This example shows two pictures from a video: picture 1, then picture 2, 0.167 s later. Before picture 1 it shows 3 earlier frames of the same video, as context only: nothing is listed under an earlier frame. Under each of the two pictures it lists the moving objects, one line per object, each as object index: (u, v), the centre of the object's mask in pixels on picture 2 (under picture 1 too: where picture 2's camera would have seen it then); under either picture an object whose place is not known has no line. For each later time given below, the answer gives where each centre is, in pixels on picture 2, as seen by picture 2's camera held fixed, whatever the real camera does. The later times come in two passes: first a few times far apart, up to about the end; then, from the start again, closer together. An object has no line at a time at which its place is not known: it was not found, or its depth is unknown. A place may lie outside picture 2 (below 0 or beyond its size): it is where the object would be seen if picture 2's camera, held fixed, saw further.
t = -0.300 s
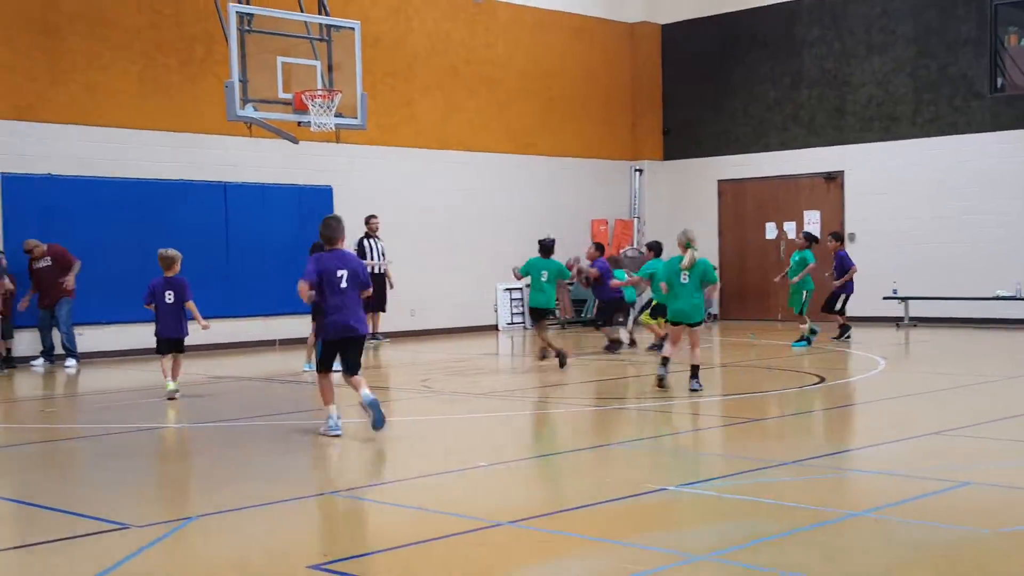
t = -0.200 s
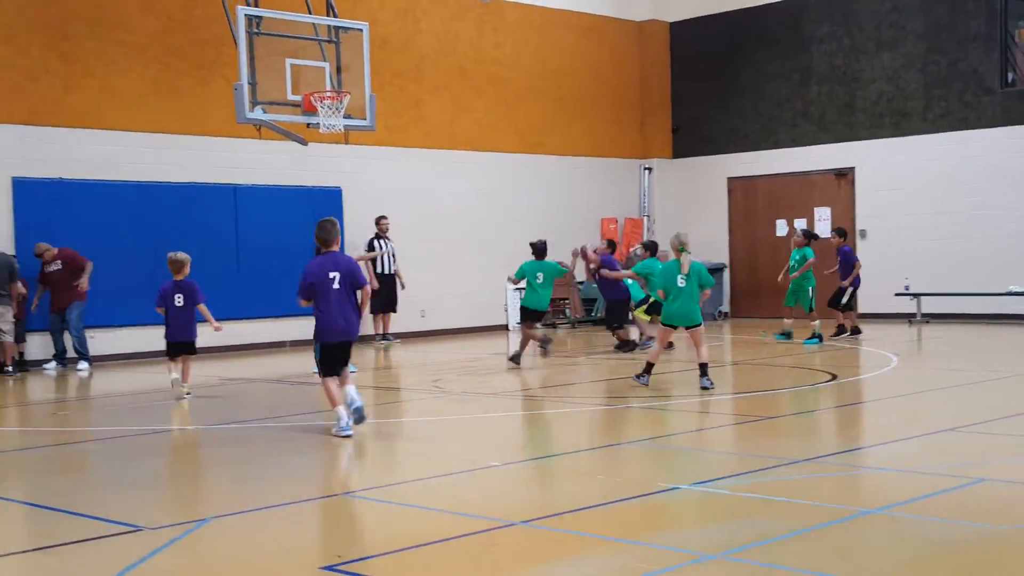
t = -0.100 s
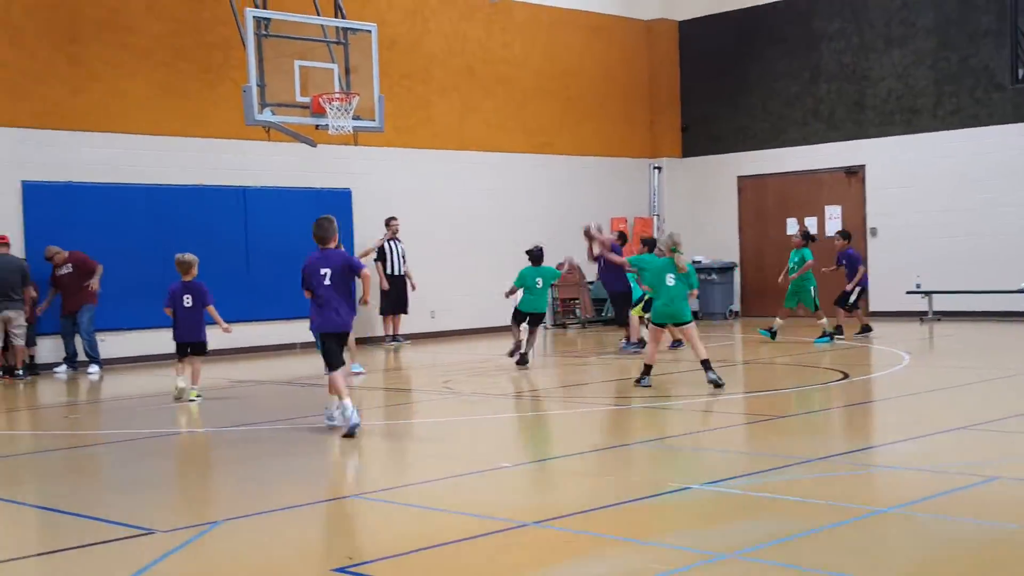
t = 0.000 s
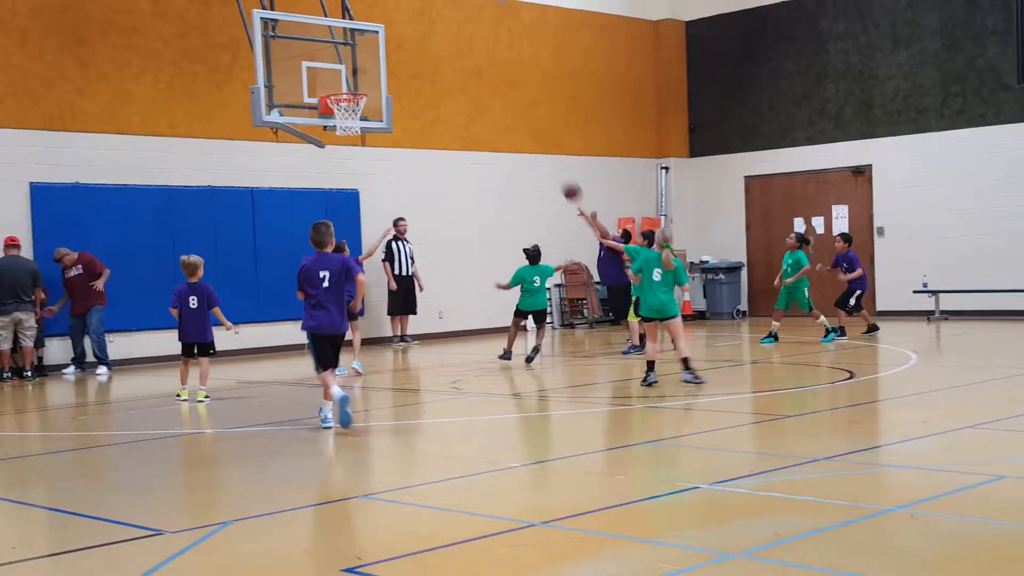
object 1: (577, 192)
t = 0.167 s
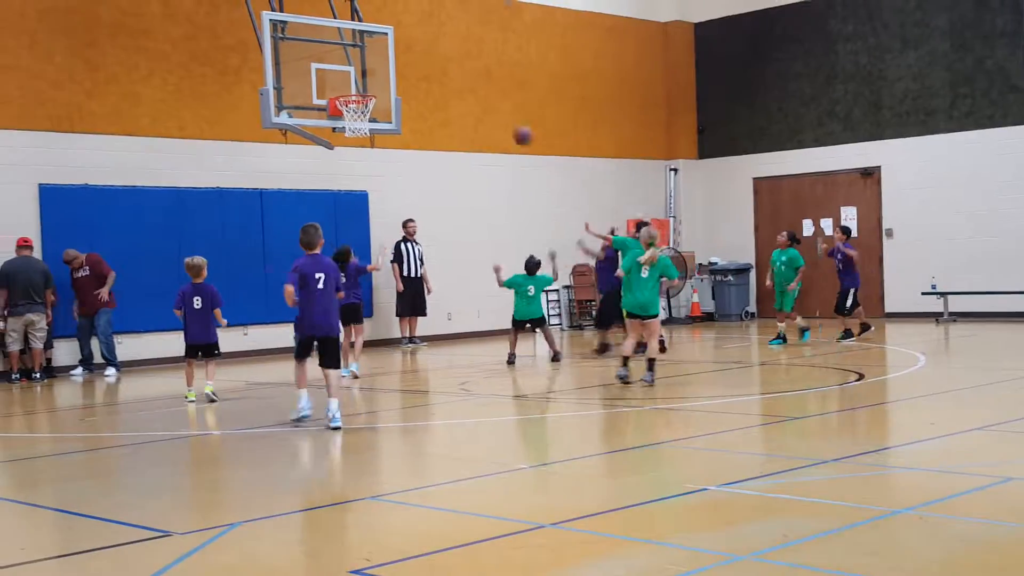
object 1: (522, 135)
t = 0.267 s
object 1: (488, 112)
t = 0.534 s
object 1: (399, 90)
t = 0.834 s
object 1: (379, 110)
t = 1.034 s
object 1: (400, 143)
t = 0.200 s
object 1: (511, 127)
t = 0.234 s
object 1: (500, 119)
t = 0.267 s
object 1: (488, 112)
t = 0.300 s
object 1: (477, 107)
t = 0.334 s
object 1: (466, 102)
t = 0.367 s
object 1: (454, 98)
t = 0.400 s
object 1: (443, 94)
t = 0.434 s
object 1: (432, 92)
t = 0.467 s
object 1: (421, 91)
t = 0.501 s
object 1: (409, 91)
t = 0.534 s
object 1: (399, 90)
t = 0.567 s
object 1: (386, 92)
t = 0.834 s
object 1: (379, 110)
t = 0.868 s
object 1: (381, 112)
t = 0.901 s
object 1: (384, 116)
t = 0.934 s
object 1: (389, 121)
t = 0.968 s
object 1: (392, 129)
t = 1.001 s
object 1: (397, 137)
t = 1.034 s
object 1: (400, 143)
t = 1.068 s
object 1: (404, 153)
